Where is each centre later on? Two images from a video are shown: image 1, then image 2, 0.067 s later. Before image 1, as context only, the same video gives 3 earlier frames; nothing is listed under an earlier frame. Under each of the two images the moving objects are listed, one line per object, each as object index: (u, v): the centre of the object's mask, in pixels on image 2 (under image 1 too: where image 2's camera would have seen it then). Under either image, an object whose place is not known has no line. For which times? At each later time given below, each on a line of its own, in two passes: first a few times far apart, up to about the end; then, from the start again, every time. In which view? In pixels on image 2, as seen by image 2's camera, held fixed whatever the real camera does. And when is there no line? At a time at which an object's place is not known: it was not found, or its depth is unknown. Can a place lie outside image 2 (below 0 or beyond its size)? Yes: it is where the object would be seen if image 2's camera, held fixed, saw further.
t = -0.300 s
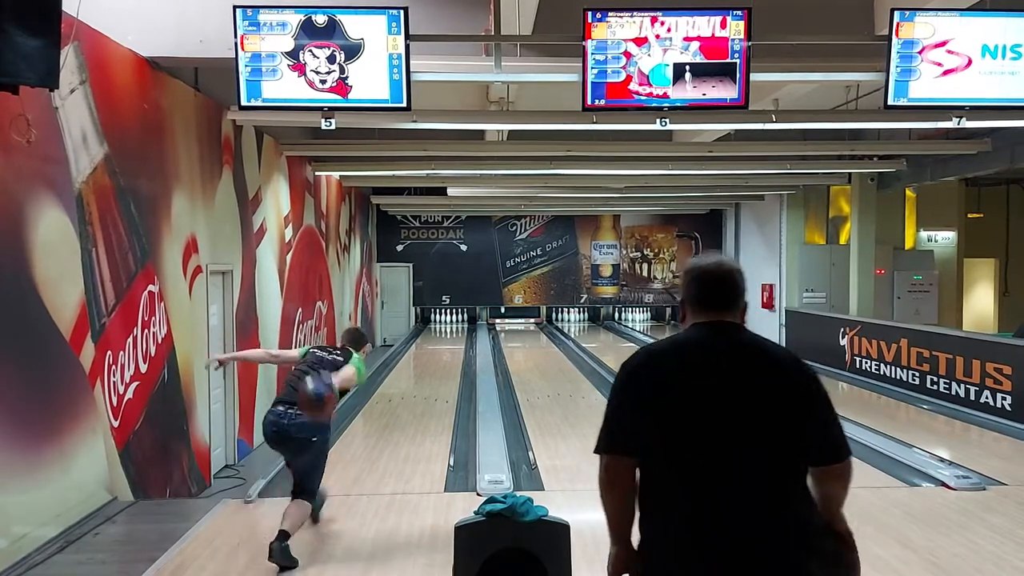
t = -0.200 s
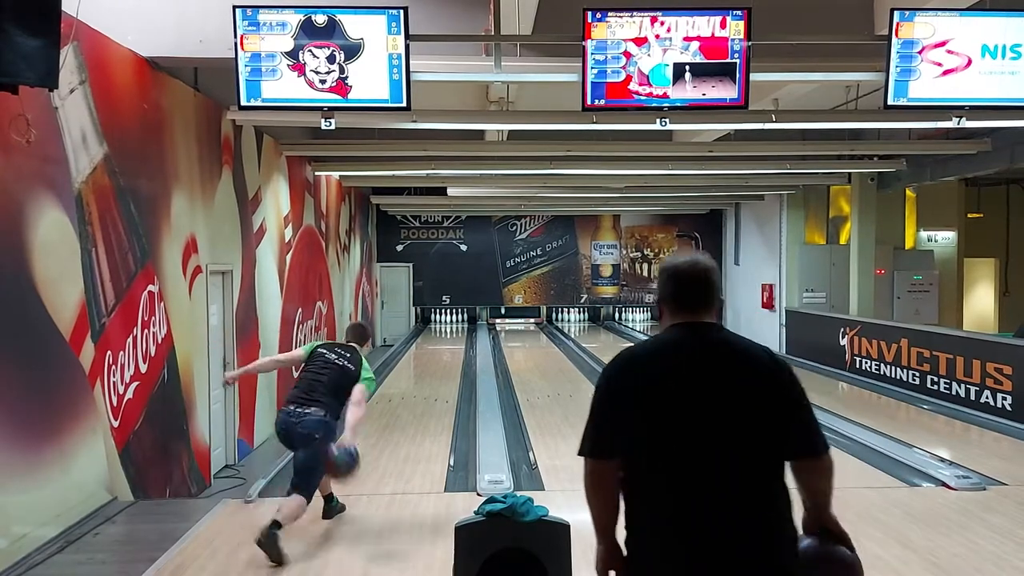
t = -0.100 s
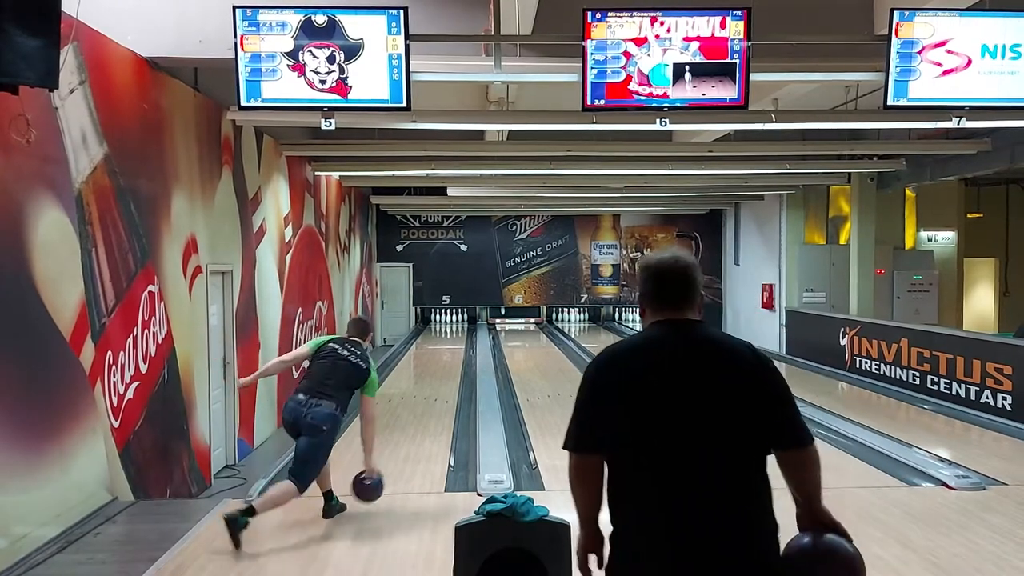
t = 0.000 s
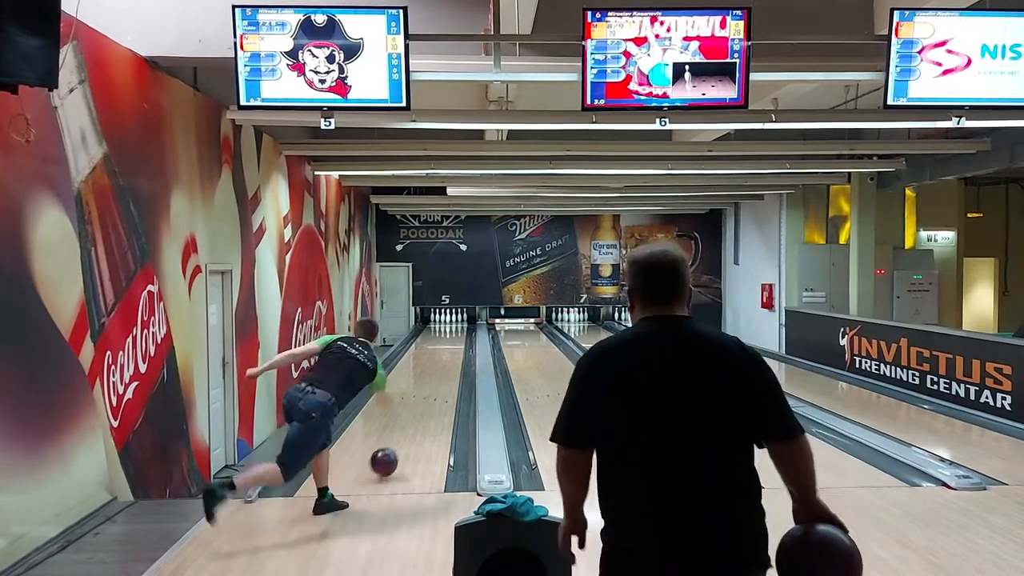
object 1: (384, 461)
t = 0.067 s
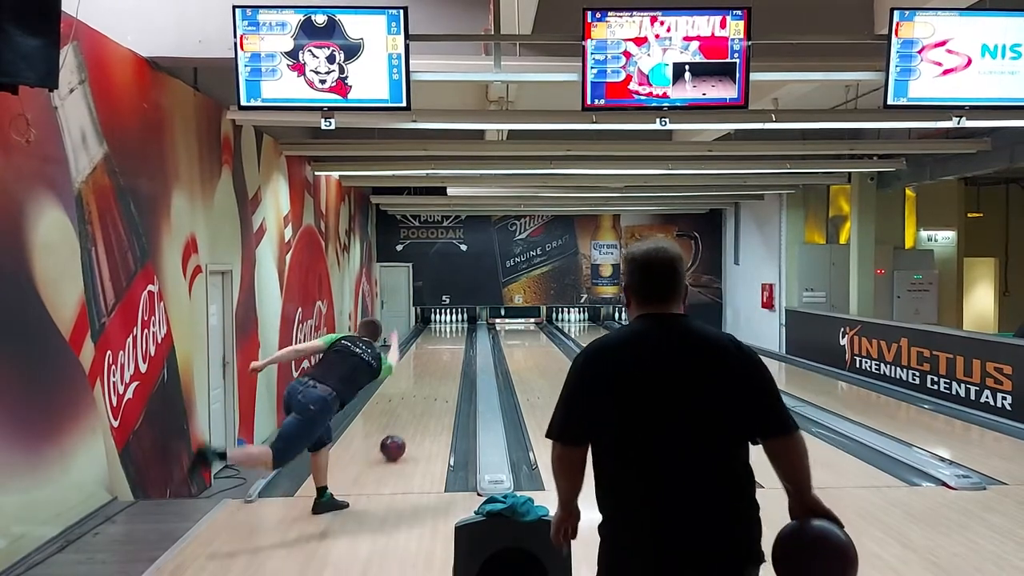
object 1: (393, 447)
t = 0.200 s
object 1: (405, 422)
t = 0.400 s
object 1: (419, 394)
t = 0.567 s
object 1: (427, 377)
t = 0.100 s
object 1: (396, 440)
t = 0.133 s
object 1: (399, 434)
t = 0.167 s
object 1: (403, 428)
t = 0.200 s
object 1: (405, 422)
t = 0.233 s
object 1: (408, 417)
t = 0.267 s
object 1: (410, 412)
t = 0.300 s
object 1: (413, 407)
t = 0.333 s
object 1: (415, 402)
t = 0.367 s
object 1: (417, 398)
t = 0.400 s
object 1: (419, 394)
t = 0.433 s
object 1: (421, 390)
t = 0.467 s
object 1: (423, 387)
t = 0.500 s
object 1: (424, 384)
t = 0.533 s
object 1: (426, 380)
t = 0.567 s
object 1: (427, 377)
